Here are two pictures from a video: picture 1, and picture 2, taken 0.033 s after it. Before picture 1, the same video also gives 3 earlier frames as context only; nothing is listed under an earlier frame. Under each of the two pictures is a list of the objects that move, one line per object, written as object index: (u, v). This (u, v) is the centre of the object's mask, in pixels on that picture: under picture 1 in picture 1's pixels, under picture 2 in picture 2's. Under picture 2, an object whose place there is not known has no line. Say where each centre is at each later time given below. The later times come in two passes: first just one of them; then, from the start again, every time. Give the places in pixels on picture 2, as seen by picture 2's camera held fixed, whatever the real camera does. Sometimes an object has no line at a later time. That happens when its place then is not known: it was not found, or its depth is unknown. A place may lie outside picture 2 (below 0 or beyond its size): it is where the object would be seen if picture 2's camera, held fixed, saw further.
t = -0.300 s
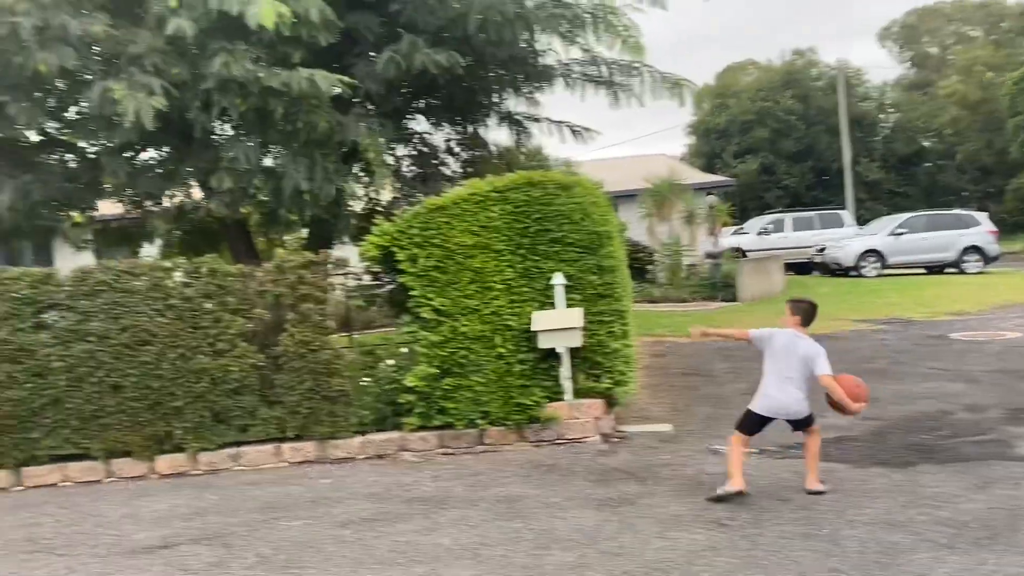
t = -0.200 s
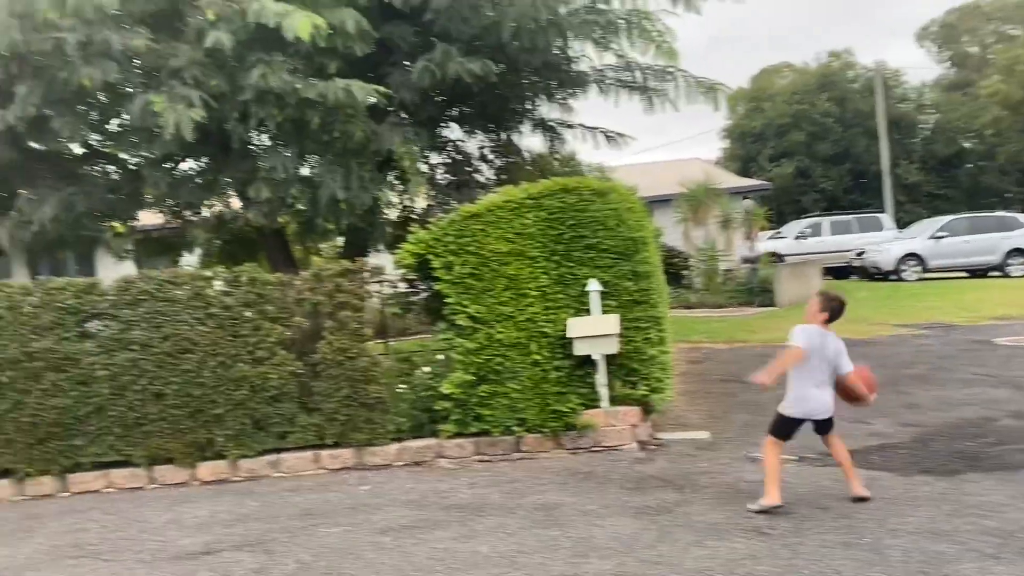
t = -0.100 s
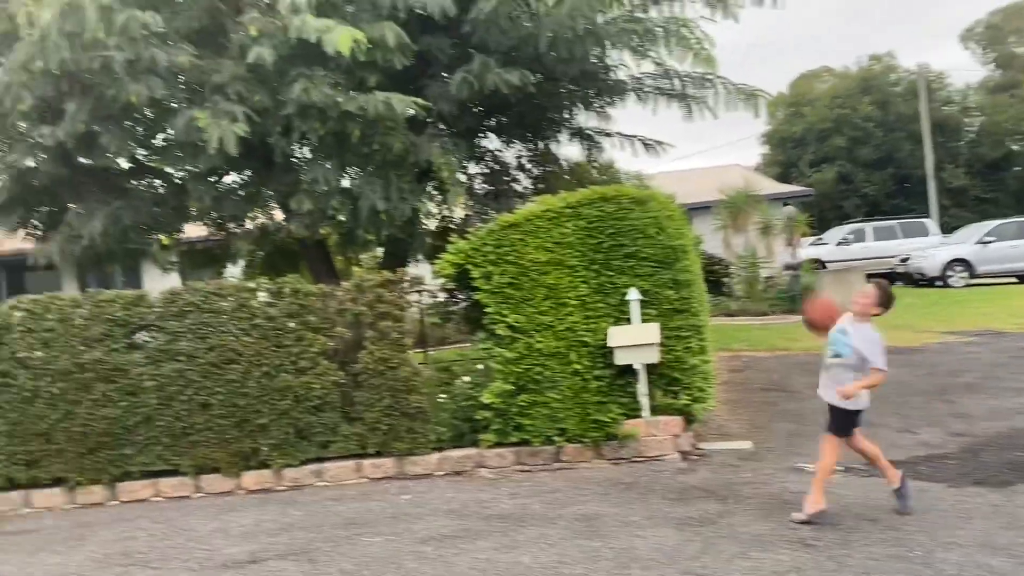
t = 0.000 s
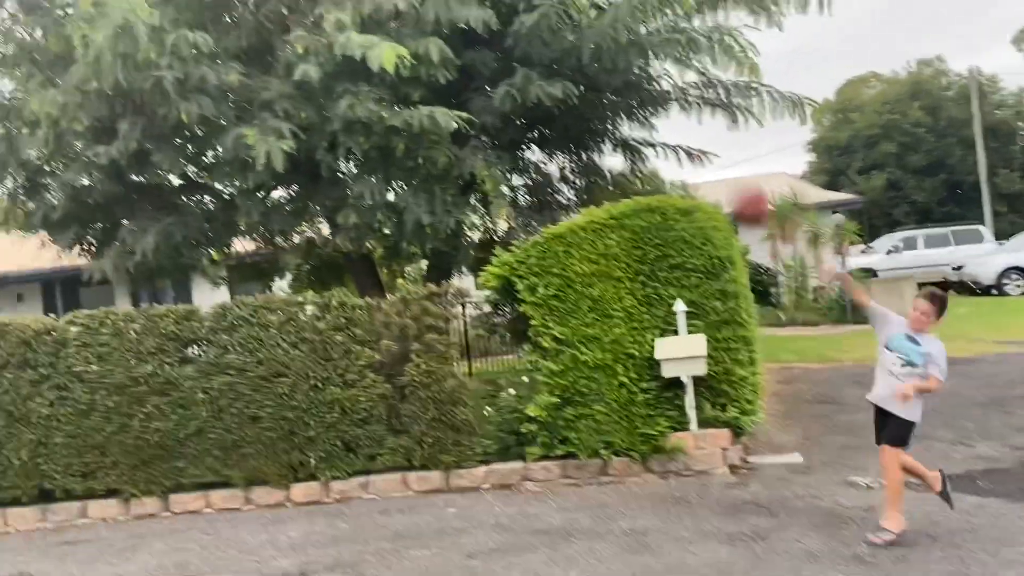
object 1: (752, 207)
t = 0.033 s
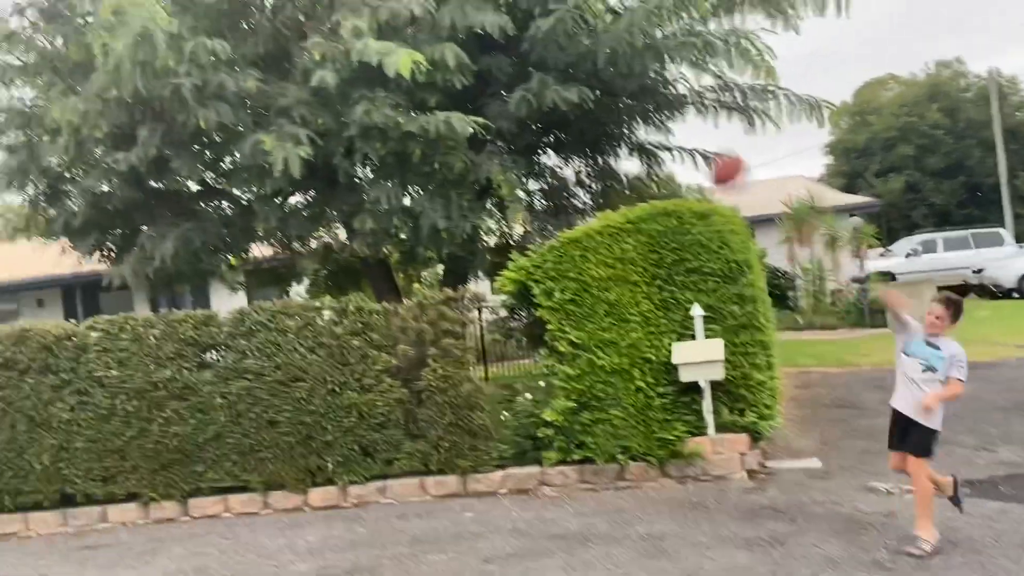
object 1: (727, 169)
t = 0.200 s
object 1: (524, 2)
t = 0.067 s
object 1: (688, 132)
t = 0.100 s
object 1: (646, 96)
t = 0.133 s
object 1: (604, 61)
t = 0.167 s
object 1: (564, 33)
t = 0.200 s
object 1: (524, 2)
